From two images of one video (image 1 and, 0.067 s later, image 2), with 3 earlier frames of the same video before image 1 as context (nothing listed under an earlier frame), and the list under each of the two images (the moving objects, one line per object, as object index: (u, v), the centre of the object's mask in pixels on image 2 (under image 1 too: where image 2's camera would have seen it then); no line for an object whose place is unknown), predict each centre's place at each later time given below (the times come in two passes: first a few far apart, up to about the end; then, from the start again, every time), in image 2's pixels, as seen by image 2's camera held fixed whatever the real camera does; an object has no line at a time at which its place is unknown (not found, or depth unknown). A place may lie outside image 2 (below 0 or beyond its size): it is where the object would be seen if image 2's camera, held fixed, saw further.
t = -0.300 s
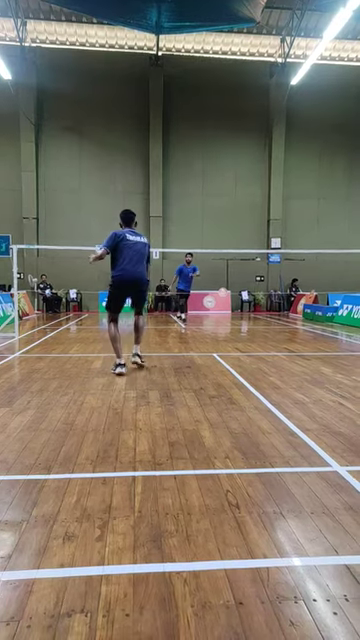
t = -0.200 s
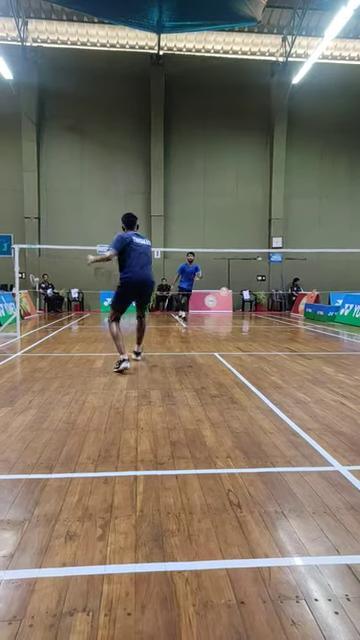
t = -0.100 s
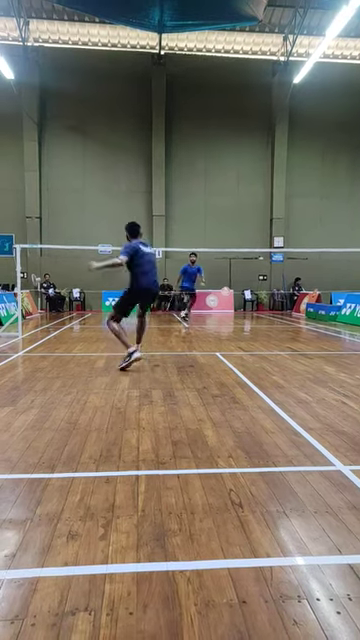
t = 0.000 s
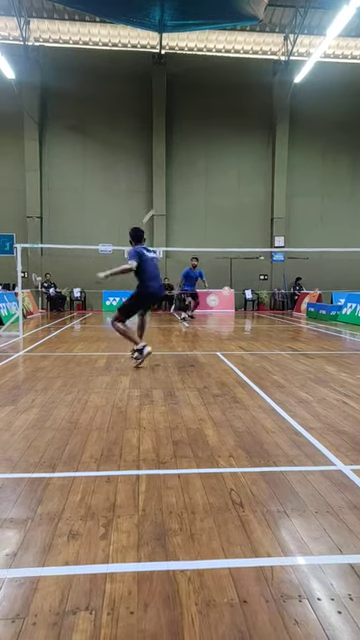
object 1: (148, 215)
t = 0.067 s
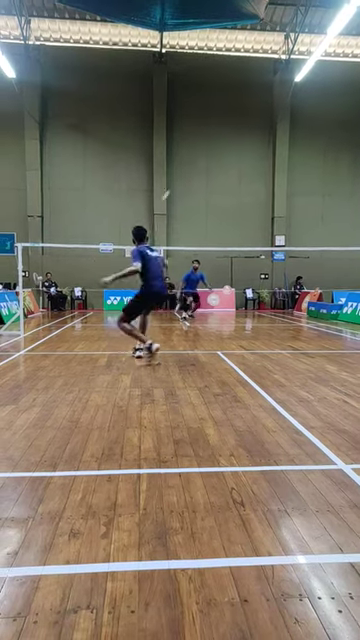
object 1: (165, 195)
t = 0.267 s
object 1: (191, 170)
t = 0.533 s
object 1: (210, 174)
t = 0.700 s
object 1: (217, 187)
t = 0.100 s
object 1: (171, 188)
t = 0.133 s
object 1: (176, 182)
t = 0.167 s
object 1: (180, 178)
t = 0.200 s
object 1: (185, 174)
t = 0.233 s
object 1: (188, 172)
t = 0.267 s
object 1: (191, 170)
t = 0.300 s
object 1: (194, 169)
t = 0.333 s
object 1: (197, 168)
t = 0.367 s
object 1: (200, 168)
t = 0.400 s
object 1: (202, 169)
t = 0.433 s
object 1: (204, 169)
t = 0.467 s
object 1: (206, 171)
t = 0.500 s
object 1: (208, 172)
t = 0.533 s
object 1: (210, 174)
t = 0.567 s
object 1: (211, 176)
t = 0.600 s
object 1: (213, 179)
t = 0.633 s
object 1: (215, 182)
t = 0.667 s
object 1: (216, 185)
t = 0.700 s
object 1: (217, 187)
